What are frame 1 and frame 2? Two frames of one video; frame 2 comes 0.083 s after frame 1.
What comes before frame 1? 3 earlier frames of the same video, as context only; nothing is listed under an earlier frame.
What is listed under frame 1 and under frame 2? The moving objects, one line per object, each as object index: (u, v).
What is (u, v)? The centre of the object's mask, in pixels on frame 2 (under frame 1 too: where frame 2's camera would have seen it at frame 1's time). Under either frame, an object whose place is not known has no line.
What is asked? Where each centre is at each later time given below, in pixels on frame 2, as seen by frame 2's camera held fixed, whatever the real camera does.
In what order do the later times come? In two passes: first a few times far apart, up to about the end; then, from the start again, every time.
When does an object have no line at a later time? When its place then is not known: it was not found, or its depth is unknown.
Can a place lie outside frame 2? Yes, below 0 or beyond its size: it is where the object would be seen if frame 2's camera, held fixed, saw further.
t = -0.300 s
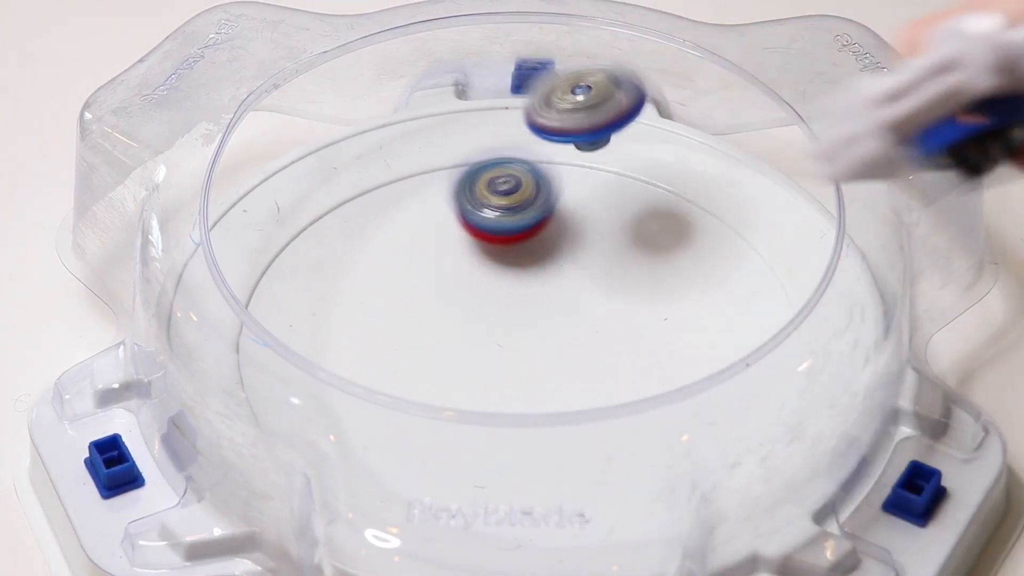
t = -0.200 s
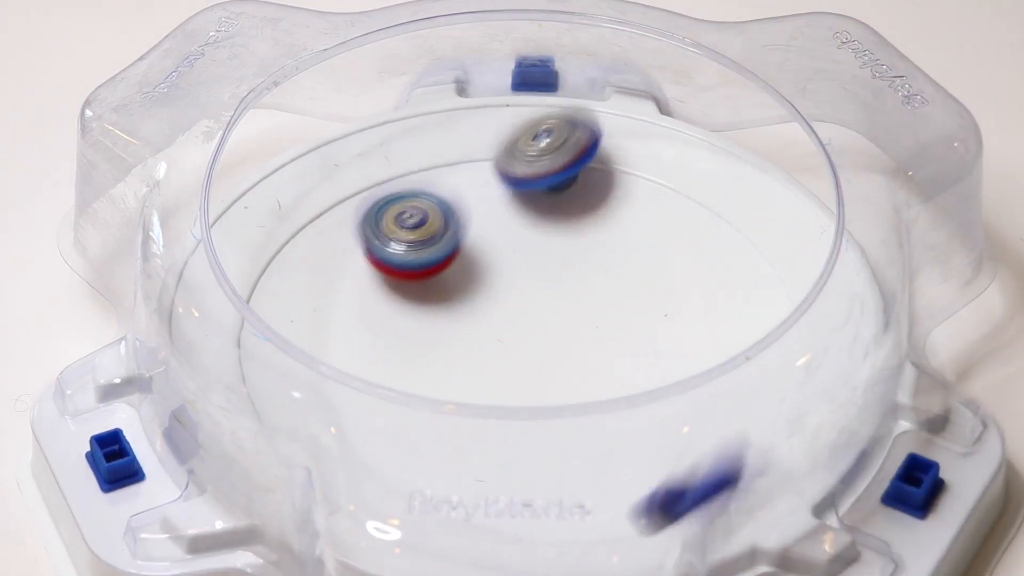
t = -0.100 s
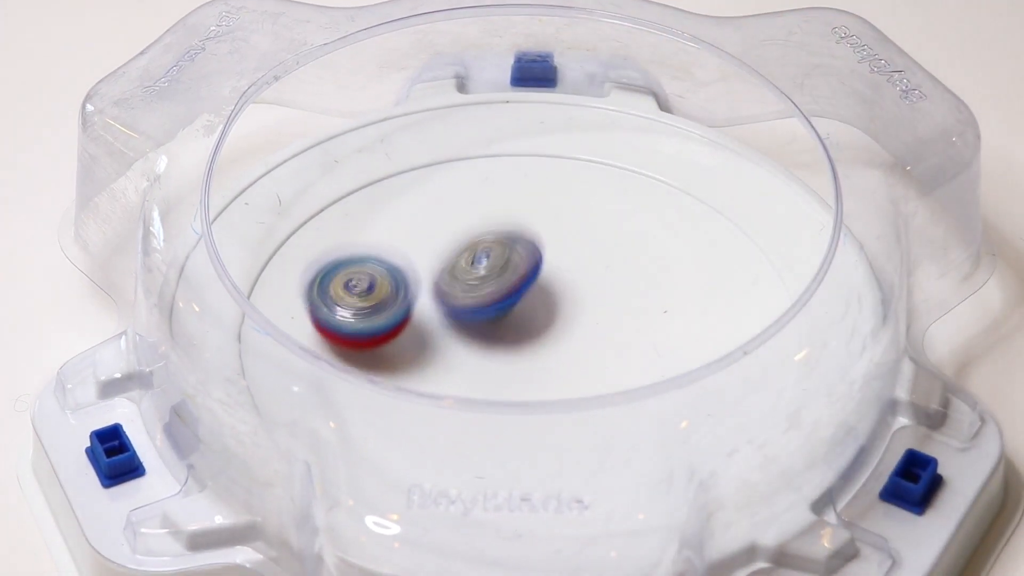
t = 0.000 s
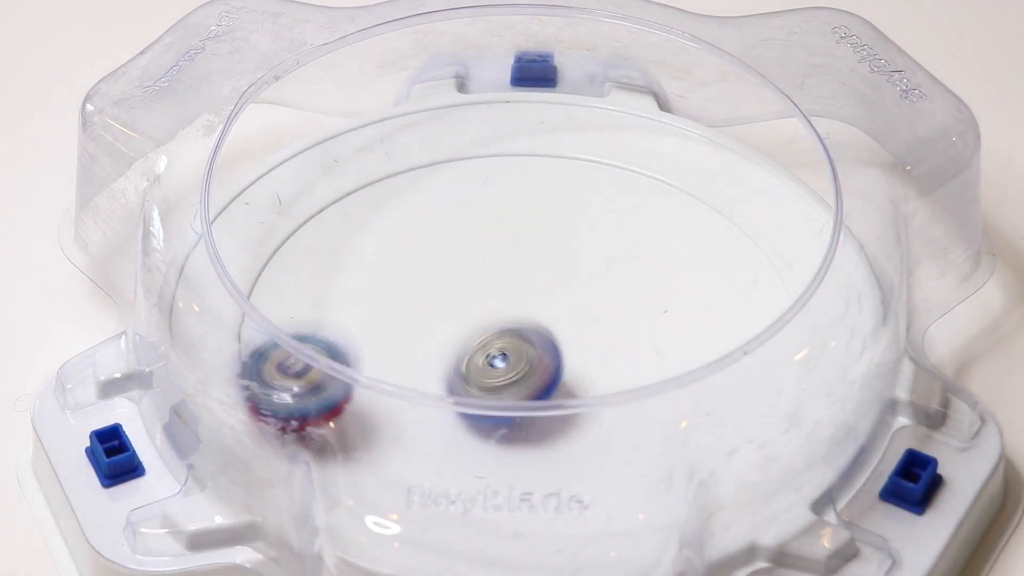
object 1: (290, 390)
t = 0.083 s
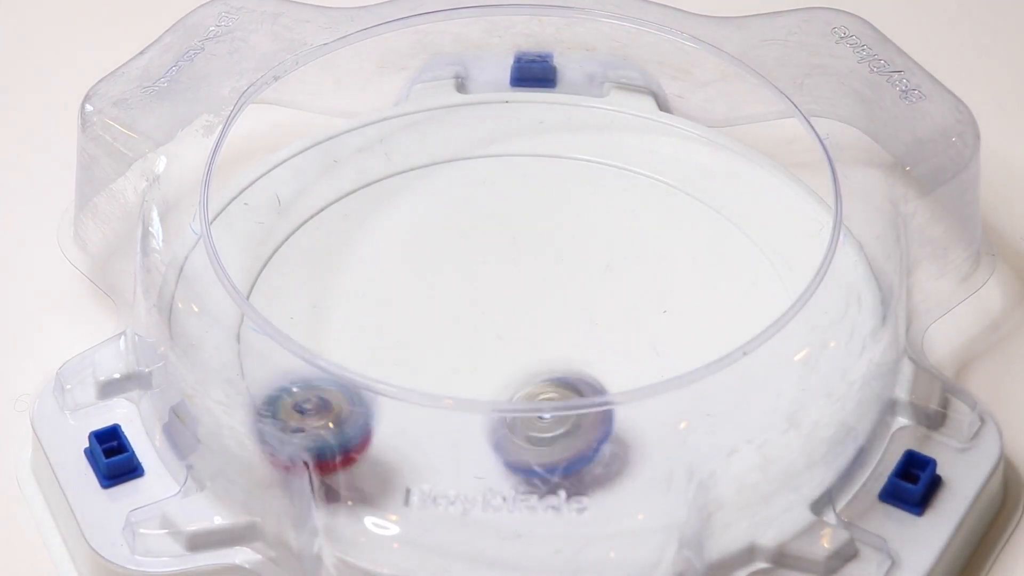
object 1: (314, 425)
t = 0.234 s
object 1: (456, 451)
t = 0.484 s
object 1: (516, 349)
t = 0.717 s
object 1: (409, 250)
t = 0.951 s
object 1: (332, 282)
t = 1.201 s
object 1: (427, 361)
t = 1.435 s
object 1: (492, 471)
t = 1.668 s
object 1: (587, 371)
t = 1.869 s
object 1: (494, 457)
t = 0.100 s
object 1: (331, 437)
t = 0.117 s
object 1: (347, 442)
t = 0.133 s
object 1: (364, 448)
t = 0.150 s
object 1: (383, 453)
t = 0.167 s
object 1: (402, 452)
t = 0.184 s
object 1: (424, 453)
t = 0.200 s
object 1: (446, 452)
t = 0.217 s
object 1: (456, 453)
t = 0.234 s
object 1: (456, 451)
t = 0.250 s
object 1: (455, 449)
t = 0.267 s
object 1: (455, 449)
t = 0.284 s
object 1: (457, 447)
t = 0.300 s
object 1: (458, 443)
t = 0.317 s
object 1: (462, 440)
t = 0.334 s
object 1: (467, 425)
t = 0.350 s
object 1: (472, 416)
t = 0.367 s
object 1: (480, 400)
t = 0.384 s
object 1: (483, 399)
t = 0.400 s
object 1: (488, 388)
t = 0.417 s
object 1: (494, 373)
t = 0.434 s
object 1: (500, 369)
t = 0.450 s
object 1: (506, 364)
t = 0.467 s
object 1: (511, 358)
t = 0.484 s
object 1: (516, 349)
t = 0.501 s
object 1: (521, 341)
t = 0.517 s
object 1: (526, 333)
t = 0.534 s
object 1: (530, 324)
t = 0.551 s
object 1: (531, 316)
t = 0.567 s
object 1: (520, 308)
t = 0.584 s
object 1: (507, 299)
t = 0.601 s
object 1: (494, 291)
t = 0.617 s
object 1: (480, 284)
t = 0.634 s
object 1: (468, 277)
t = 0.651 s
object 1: (455, 269)
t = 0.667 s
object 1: (443, 264)
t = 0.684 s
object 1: (431, 258)
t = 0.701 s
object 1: (420, 254)
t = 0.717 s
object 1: (409, 250)
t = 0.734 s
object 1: (399, 247)
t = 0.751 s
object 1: (389, 245)
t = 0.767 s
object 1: (380, 244)
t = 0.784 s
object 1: (372, 243)
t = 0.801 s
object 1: (364, 244)
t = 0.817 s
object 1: (357, 245)
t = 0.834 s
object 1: (351, 247)
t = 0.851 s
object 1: (345, 250)
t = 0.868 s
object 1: (341, 254)
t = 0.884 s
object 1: (338, 258)
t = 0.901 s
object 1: (335, 262)
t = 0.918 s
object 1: (333, 269)
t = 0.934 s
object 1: (332, 275)
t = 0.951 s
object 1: (332, 282)
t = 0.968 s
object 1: (332, 288)
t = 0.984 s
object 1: (334, 295)
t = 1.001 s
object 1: (337, 303)
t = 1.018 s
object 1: (340, 310)
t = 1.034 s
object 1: (344, 317)
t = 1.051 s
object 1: (350, 324)
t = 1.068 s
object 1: (356, 330)
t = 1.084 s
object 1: (364, 334)
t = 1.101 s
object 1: (371, 340)
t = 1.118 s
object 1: (379, 344)
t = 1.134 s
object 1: (388, 349)
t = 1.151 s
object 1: (397, 352)
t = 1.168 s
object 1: (406, 356)
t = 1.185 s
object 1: (417, 358)
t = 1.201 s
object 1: (427, 361)
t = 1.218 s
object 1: (439, 363)
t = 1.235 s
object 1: (450, 364)
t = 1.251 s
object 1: (462, 365)
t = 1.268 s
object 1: (469, 367)
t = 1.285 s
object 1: (467, 387)
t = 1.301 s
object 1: (468, 413)
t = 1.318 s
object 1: (468, 428)
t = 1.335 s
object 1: (468, 443)
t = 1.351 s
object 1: (471, 448)
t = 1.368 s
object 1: (473, 451)
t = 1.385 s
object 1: (476, 453)
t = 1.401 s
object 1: (481, 457)
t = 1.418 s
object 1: (486, 469)
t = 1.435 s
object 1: (492, 471)
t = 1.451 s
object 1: (498, 472)
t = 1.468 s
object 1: (507, 473)
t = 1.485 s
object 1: (515, 472)
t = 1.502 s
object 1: (523, 471)
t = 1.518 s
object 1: (530, 457)
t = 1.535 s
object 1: (538, 455)
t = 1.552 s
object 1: (547, 453)
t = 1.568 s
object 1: (556, 451)
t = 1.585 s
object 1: (564, 445)
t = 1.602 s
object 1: (573, 440)
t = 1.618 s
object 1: (577, 419)
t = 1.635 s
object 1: (582, 399)
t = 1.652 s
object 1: (585, 391)
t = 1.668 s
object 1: (587, 371)
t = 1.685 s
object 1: (591, 364)
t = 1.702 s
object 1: (593, 357)
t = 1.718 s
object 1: (595, 347)
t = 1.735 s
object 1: (595, 335)
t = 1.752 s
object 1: (594, 324)
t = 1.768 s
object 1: (580, 348)
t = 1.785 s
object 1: (564, 365)
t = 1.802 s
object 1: (548, 393)
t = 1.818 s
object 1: (533, 417)
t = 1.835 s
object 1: (517, 446)
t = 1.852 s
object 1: (504, 452)
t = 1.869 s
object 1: (494, 457)
